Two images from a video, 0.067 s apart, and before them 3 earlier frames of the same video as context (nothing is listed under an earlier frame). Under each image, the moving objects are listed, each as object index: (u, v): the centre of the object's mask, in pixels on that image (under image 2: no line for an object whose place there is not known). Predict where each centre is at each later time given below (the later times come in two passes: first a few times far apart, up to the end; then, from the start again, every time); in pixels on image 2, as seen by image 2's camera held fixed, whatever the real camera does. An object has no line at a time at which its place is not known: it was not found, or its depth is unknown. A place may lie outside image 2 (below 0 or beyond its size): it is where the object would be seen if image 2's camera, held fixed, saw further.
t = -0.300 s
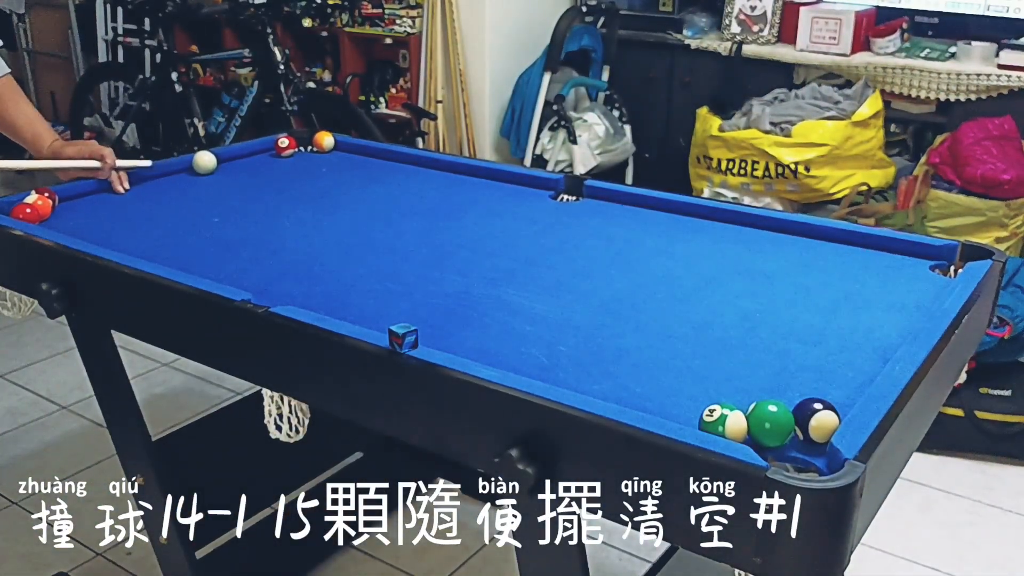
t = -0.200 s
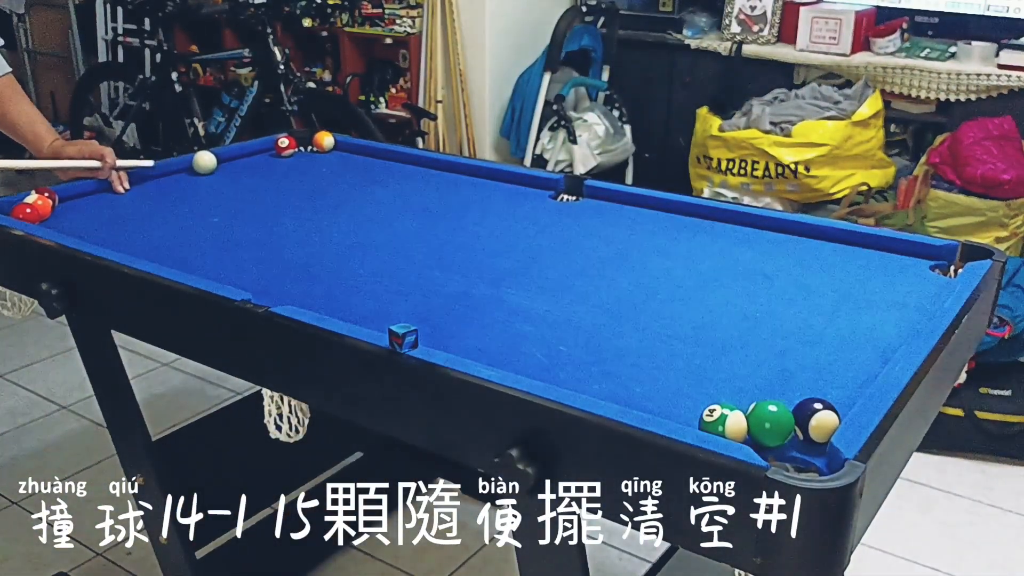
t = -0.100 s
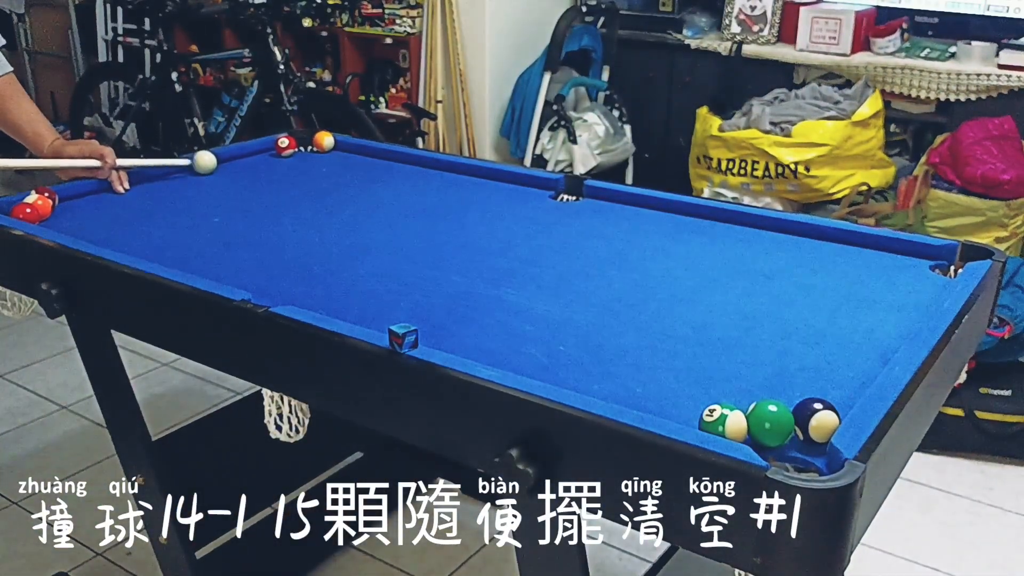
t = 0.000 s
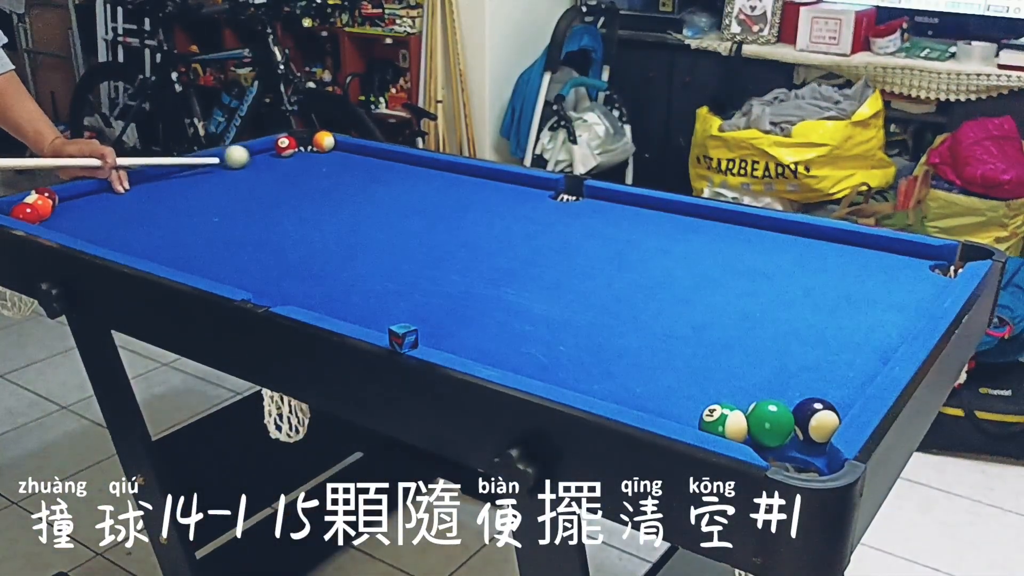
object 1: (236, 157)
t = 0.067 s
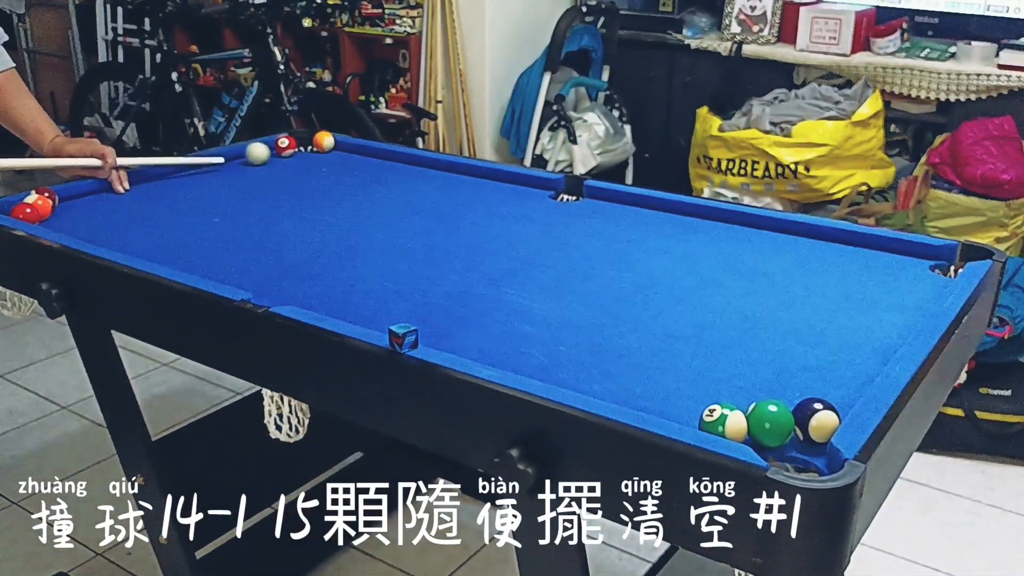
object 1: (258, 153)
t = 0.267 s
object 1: (306, 151)
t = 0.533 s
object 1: (360, 150)
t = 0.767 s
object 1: (383, 155)
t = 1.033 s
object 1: (400, 163)
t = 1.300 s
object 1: (415, 169)
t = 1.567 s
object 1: (427, 175)
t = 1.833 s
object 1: (435, 179)
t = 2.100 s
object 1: (440, 182)
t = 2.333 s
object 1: (442, 184)
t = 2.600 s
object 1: (442, 184)
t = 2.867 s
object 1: (442, 184)
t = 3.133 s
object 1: (442, 184)
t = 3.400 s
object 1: (442, 184)
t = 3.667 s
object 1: (442, 184)
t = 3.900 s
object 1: (442, 184)
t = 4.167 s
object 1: (442, 184)
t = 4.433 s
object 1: (442, 184)
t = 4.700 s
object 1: (442, 184)
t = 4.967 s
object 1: (442, 184)
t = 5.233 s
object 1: (442, 184)
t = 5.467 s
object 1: (442, 184)
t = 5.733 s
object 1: (442, 184)
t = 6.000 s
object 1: (442, 184)
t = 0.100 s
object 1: (268, 152)
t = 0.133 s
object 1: (277, 151)
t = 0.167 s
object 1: (284, 151)
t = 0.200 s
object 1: (292, 151)
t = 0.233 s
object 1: (299, 151)
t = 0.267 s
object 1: (306, 151)
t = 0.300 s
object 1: (313, 151)
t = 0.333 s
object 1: (319, 150)
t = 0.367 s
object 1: (327, 151)
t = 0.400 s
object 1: (334, 150)
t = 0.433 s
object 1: (340, 151)
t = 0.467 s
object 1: (347, 150)
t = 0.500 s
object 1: (353, 150)
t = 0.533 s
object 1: (360, 150)
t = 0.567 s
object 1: (366, 150)
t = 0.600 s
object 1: (372, 150)
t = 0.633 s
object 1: (375, 151)
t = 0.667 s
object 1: (377, 152)
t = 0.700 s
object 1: (379, 153)
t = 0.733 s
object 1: (381, 154)
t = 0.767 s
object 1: (383, 155)
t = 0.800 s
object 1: (386, 156)
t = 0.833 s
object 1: (388, 157)
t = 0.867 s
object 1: (390, 158)
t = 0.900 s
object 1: (392, 159)
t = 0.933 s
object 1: (394, 160)
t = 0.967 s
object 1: (396, 161)
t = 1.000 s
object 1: (398, 162)
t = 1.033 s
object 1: (400, 163)
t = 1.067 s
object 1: (402, 164)
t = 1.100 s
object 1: (404, 164)
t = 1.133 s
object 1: (406, 165)
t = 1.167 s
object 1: (408, 166)
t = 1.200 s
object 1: (410, 167)
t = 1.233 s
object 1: (411, 168)
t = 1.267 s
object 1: (413, 168)
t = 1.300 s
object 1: (415, 169)
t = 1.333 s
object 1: (417, 170)
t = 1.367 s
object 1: (418, 171)
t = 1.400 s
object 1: (420, 171)
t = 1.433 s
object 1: (421, 172)
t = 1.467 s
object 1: (422, 173)
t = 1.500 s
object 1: (424, 174)
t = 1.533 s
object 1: (425, 174)
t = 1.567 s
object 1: (427, 175)
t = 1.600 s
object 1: (428, 176)
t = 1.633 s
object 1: (429, 176)
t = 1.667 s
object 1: (430, 177)
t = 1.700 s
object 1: (431, 177)
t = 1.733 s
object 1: (432, 178)
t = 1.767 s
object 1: (433, 178)
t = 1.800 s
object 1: (434, 179)
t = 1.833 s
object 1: (435, 179)
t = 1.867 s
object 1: (436, 180)
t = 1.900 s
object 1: (436, 180)
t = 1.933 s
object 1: (437, 180)
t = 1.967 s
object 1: (438, 181)
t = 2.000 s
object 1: (438, 181)
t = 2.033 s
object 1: (439, 181)
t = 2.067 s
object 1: (439, 182)
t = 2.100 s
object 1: (440, 182)
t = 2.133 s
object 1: (440, 182)
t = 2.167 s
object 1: (441, 183)
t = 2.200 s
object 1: (441, 183)
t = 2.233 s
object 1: (441, 183)
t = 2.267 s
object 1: (442, 183)
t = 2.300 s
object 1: (442, 184)
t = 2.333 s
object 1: (442, 184)
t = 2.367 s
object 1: (442, 184)
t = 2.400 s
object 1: (442, 184)
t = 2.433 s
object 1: (442, 184)
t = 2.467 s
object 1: (442, 184)
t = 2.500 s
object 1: (442, 184)
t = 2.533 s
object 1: (442, 184)
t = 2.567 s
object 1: (442, 184)
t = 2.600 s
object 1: (442, 184)
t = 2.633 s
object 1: (442, 184)
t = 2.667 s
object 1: (442, 184)
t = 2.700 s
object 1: (442, 184)
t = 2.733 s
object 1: (442, 184)
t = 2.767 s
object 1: (442, 184)
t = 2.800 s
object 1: (442, 184)
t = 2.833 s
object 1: (442, 184)
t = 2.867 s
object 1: (442, 184)
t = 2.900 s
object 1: (442, 184)
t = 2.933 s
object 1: (442, 184)
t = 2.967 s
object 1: (442, 184)
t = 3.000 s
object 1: (442, 184)
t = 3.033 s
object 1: (442, 184)
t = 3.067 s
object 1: (442, 184)
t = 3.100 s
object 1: (442, 184)
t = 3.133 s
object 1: (442, 184)
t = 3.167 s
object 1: (442, 184)
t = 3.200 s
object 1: (442, 184)
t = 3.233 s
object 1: (442, 184)
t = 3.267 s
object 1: (442, 184)
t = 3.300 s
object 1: (441, 184)
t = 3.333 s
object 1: (441, 184)
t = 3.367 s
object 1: (442, 184)
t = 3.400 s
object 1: (442, 184)
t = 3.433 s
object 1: (442, 184)
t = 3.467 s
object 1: (442, 184)
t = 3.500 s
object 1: (442, 184)
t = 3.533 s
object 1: (442, 184)
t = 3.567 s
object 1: (442, 184)
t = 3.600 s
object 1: (442, 184)
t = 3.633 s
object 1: (442, 184)
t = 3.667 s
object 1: (442, 184)
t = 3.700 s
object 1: (442, 184)
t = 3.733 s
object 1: (442, 184)
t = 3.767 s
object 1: (442, 184)
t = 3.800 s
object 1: (442, 184)
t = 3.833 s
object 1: (442, 184)
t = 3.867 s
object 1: (442, 184)
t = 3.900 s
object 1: (442, 184)
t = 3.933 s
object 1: (442, 184)
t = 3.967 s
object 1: (442, 184)
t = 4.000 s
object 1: (442, 184)
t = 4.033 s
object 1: (442, 184)
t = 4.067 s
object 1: (442, 184)
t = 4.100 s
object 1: (442, 184)
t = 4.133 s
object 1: (442, 184)
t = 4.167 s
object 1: (442, 184)
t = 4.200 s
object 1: (442, 184)
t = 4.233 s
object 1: (442, 184)
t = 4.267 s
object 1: (442, 184)
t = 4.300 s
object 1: (442, 184)
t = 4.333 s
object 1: (442, 184)
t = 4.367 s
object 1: (442, 184)
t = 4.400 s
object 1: (442, 184)
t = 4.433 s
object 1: (442, 184)
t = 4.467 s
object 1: (442, 184)
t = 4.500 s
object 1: (442, 184)
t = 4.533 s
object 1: (442, 184)
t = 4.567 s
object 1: (442, 184)
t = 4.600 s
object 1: (442, 184)
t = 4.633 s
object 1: (442, 184)
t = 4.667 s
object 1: (442, 184)
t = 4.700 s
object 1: (442, 184)
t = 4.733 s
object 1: (442, 184)
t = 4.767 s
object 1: (442, 184)
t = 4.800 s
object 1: (442, 184)
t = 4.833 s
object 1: (442, 184)
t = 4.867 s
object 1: (442, 184)
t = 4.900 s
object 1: (442, 184)
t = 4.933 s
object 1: (442, 184)
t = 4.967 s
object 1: (442, 184)
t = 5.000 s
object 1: (442, 184)
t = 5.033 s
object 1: (442, 184)
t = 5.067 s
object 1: (442, 184)
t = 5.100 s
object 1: (442, 184)
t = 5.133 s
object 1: (442, 184)
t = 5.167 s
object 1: (442, 184)
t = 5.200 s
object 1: (442, 184)
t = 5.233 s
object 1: (442, 184)
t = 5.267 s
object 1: (442, 184)
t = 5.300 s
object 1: (442, 184)
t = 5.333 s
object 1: (442, 184)
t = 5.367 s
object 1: (442, 184)
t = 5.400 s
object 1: (442, 184)
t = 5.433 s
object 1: (442, 184)
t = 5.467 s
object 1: (442, 184)
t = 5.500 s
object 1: (442, 184)
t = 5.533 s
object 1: (442, 184)
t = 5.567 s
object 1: (442, 184)
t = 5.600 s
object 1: (442, 184)
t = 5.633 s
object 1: (442, 184)
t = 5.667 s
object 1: (442, 184)
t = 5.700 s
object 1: (442, 184)
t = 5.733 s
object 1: (442, 184)
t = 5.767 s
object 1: (442, 184)
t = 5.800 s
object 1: (442, 184)
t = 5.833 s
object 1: (442, 184)
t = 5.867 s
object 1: (442, 184)
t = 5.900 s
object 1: (442, 184)
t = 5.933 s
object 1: (442, 184)
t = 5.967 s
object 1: (442, 184)
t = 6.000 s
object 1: (442, 184)
